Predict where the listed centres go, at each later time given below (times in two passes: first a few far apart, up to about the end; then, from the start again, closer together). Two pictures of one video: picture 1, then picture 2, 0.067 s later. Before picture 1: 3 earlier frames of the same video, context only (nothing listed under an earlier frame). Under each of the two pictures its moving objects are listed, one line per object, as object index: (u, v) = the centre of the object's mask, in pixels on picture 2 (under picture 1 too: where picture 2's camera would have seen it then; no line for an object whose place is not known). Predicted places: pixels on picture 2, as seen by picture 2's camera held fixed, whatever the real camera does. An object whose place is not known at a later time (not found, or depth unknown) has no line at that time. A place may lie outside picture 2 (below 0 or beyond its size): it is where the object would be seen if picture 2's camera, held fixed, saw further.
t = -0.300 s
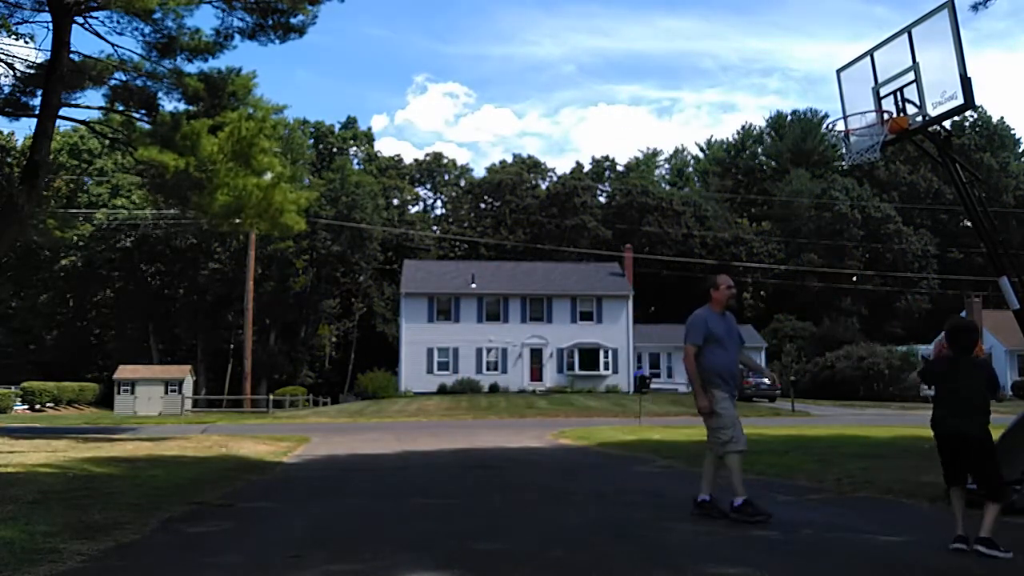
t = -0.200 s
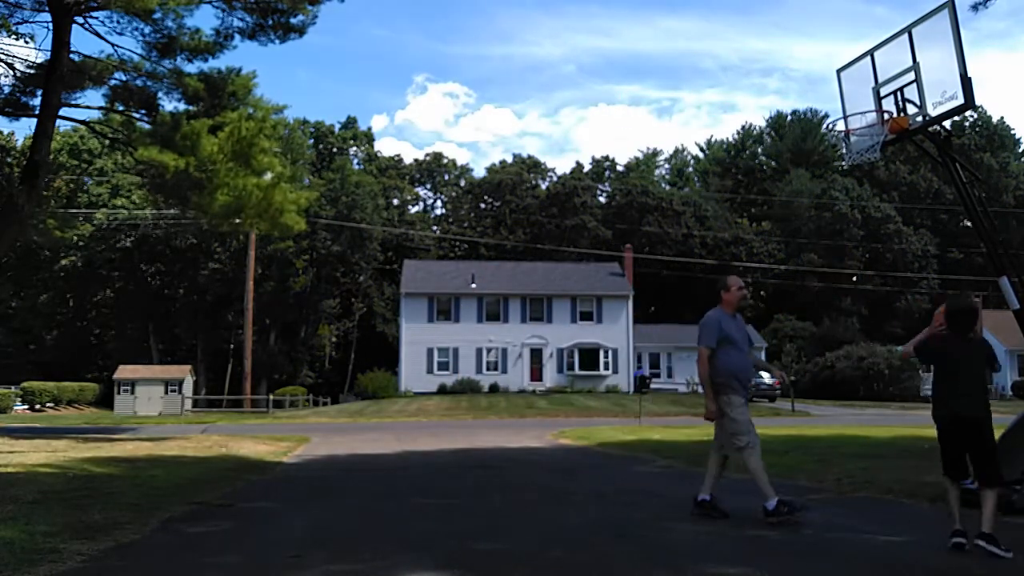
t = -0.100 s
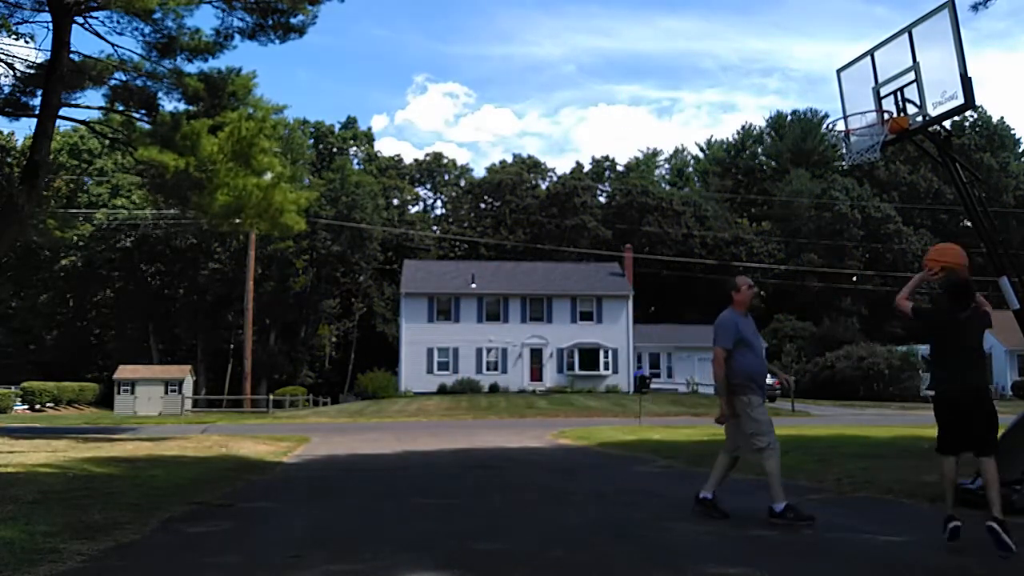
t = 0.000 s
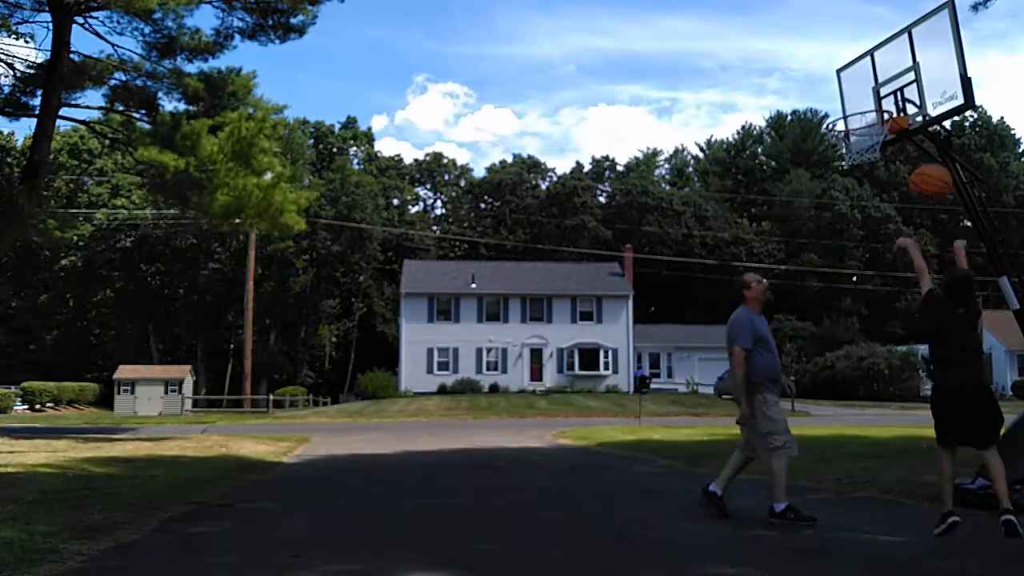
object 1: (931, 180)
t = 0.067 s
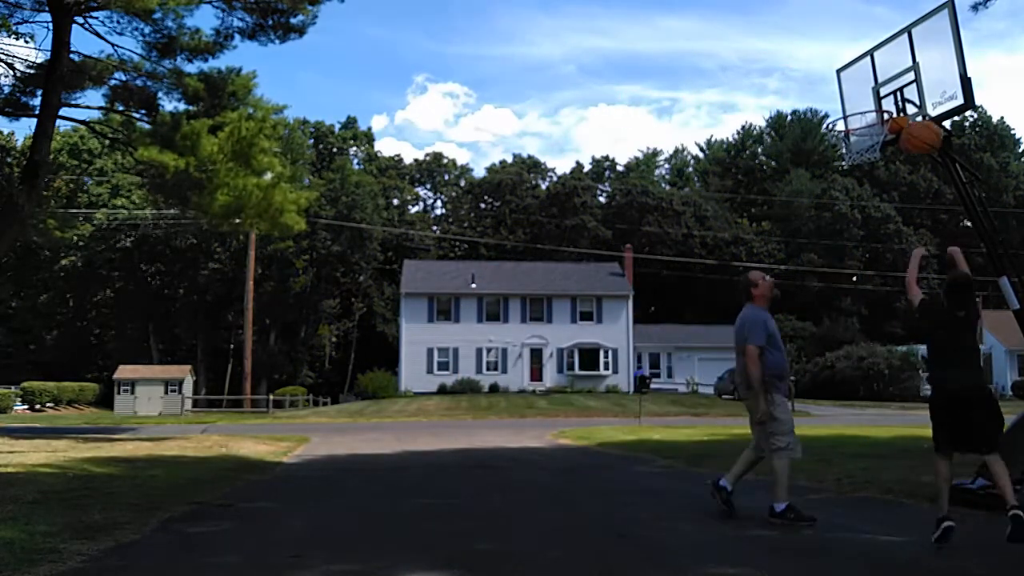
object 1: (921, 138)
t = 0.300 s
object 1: (892, 48)
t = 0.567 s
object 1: (867, 44)
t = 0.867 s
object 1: (841, 98)
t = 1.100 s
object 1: (815, 140)
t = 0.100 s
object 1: (917, 121)
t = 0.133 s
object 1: (912, 104)
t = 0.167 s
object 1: (908, 88)
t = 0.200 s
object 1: (904, 76)
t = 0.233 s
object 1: (900, 65)
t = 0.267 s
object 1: (896, 55)
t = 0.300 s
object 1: (892, 48)
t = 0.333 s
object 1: (889, 42)
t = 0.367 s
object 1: (885, 38)
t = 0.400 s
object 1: (882, 35)
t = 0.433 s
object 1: (878, 34)
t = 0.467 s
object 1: (875, 35)
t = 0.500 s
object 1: (872, 37)
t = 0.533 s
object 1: (870, 40)
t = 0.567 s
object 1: (867, 44)
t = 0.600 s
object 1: (864, 50)
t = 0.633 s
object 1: (862, 58)
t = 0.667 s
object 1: (860, 67)
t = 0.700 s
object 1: (857, 77)
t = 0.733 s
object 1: (854, 88)
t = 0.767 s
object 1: (853, 99)
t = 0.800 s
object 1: (849, 99)
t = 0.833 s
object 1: (845, 98)
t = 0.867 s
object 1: (841, 98)
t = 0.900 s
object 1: (838, 100)
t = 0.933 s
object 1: (834, 103)
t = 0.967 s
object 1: (830, 108)
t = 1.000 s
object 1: (827, 114)
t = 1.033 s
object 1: (823, 122)
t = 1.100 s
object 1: (815, 140)
